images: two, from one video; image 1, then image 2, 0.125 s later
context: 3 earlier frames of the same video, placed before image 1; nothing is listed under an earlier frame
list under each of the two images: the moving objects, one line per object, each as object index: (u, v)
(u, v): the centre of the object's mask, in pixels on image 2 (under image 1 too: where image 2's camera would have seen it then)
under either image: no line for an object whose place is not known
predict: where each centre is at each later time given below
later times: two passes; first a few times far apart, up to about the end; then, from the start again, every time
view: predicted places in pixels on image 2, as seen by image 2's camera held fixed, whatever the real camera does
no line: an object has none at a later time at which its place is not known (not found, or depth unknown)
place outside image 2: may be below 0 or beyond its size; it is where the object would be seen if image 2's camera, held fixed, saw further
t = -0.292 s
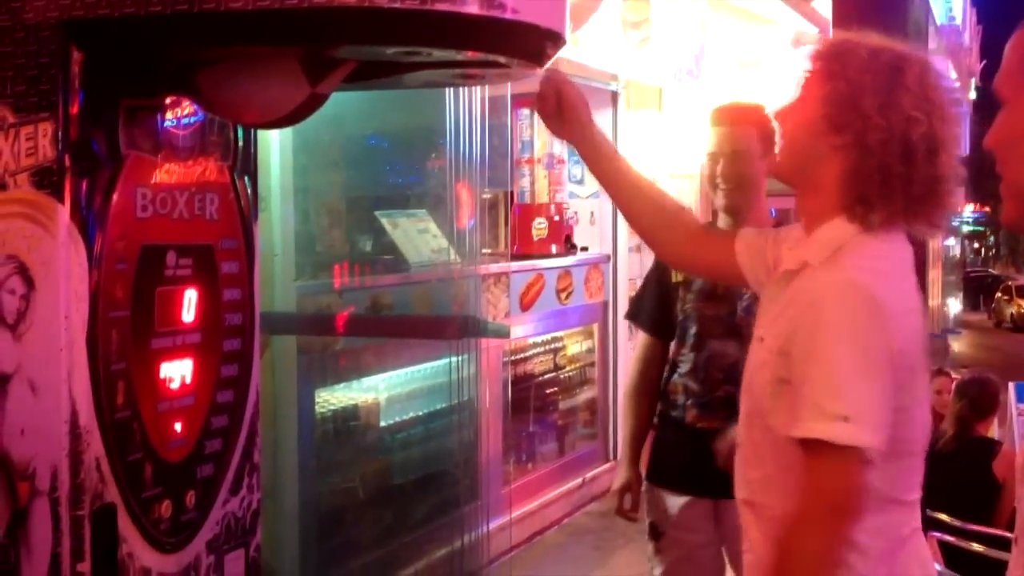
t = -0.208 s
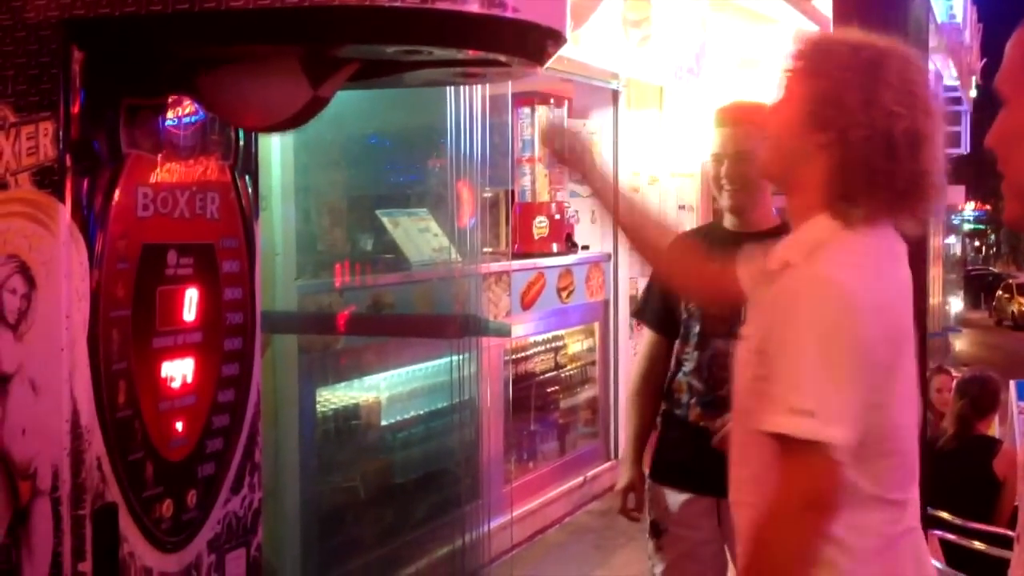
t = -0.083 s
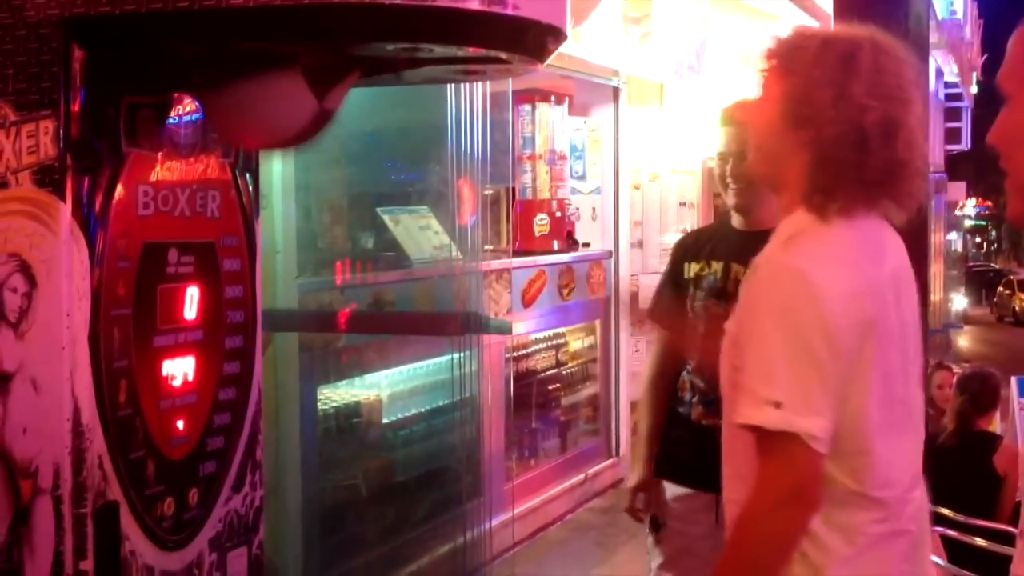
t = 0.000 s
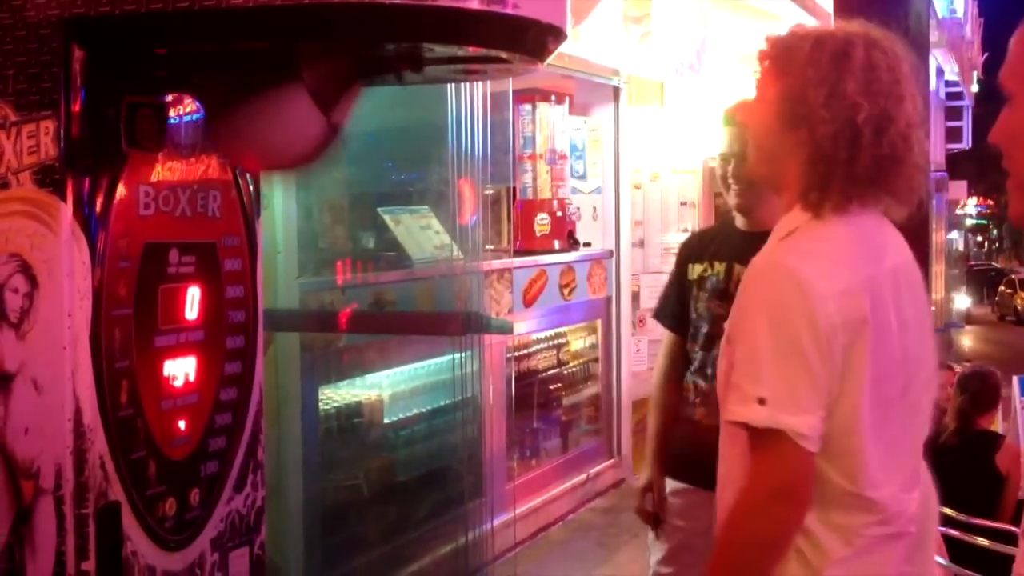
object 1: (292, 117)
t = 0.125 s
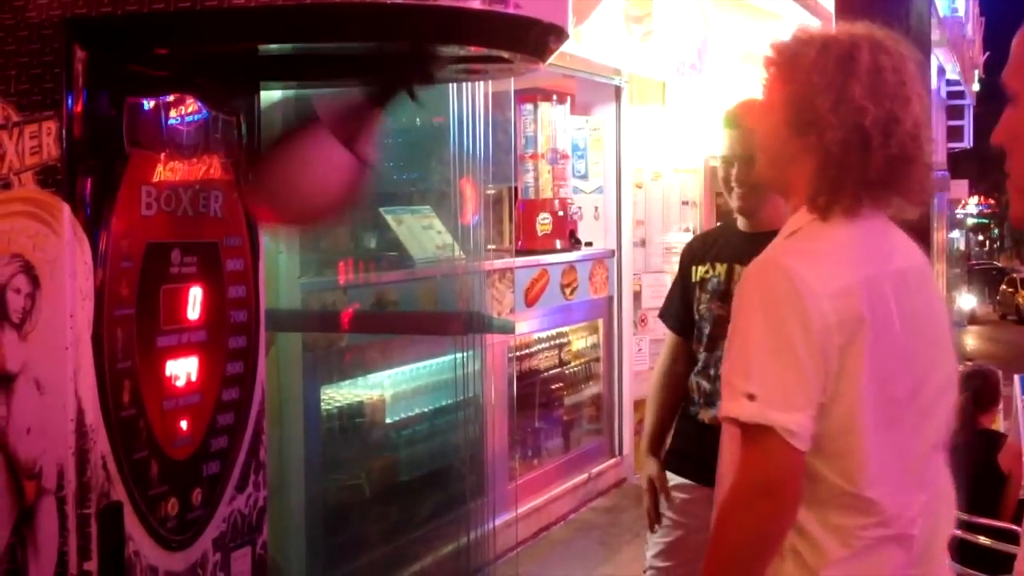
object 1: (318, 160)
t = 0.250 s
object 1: (386, 209)
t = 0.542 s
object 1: (403, 213)
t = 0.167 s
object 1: (338, 175)
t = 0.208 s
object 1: (358, 187)
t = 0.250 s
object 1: (386, 209)
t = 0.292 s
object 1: (433, 235)
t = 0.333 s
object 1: (484, 217)
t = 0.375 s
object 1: (503, 218)
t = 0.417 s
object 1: (469, 217)
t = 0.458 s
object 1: (438, 221)
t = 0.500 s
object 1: (415, 216)
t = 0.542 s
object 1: (403, 213)
